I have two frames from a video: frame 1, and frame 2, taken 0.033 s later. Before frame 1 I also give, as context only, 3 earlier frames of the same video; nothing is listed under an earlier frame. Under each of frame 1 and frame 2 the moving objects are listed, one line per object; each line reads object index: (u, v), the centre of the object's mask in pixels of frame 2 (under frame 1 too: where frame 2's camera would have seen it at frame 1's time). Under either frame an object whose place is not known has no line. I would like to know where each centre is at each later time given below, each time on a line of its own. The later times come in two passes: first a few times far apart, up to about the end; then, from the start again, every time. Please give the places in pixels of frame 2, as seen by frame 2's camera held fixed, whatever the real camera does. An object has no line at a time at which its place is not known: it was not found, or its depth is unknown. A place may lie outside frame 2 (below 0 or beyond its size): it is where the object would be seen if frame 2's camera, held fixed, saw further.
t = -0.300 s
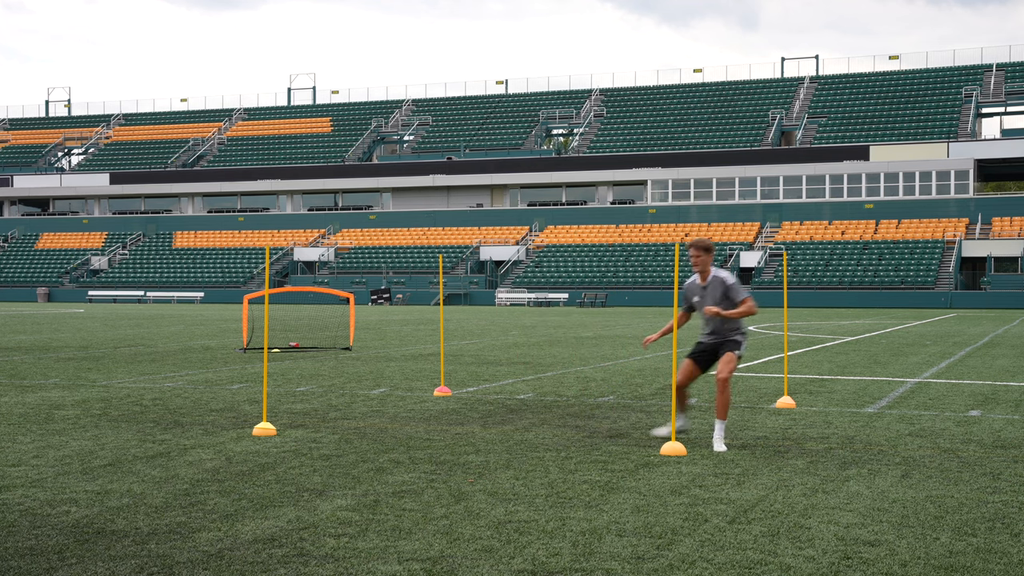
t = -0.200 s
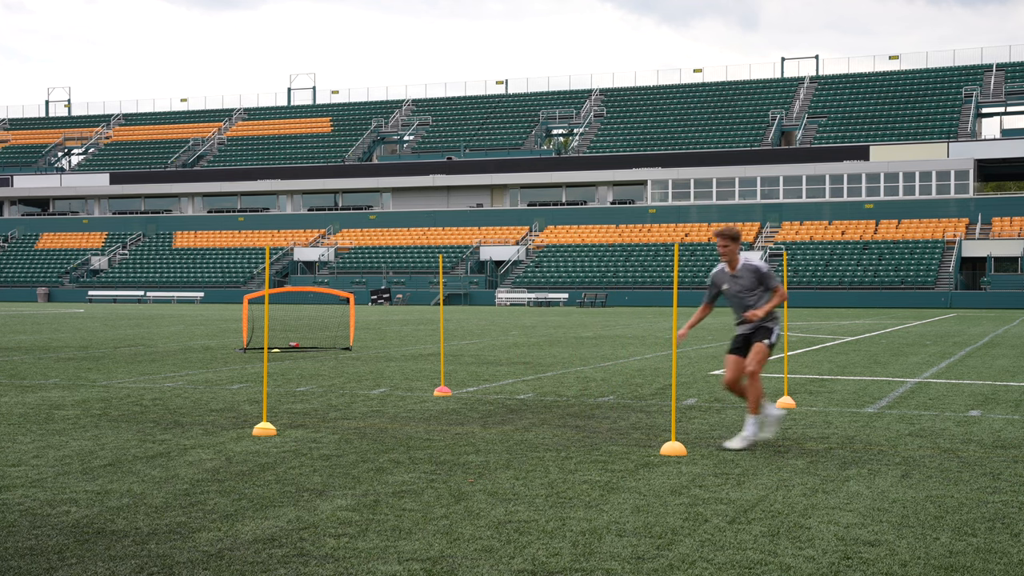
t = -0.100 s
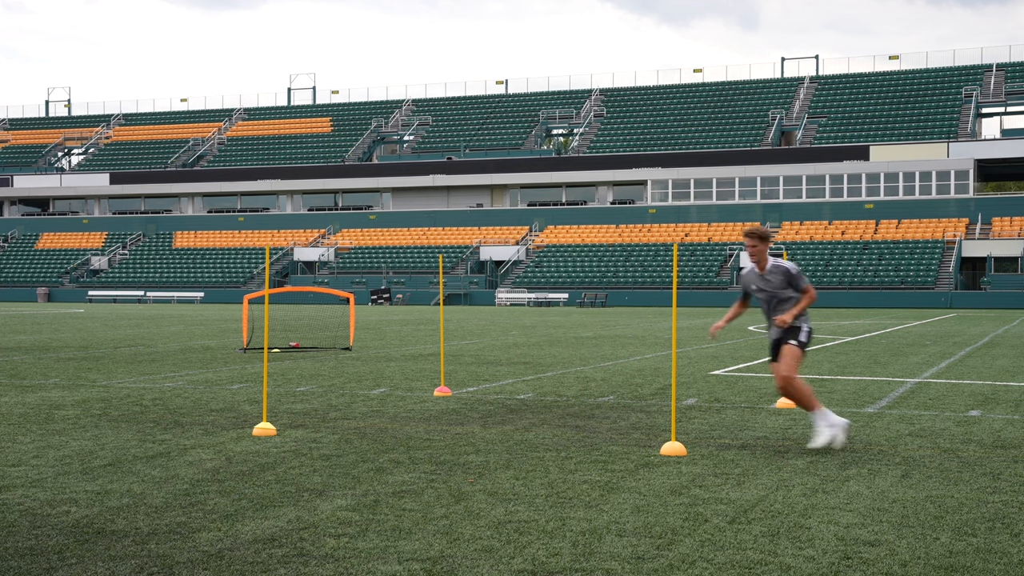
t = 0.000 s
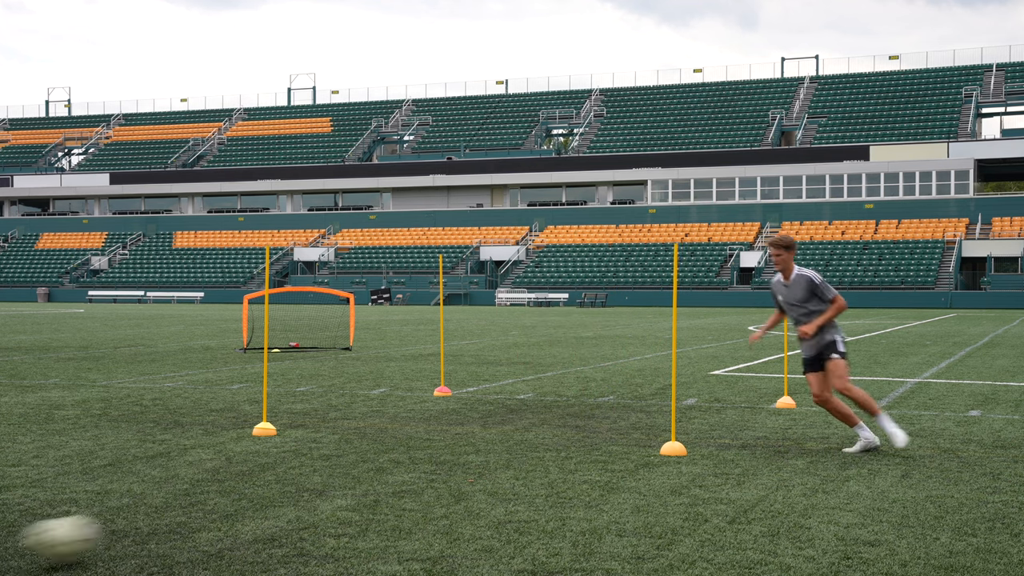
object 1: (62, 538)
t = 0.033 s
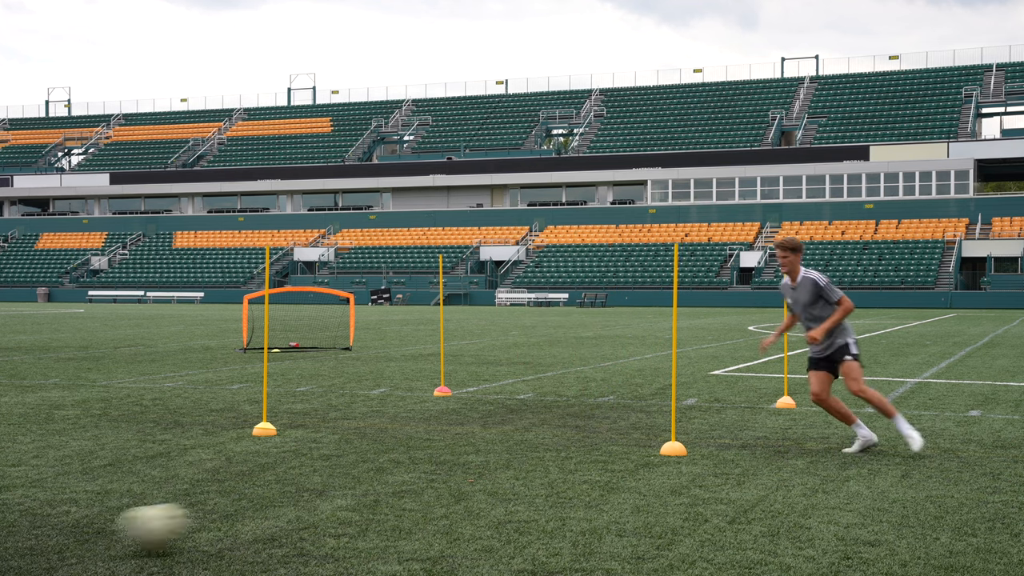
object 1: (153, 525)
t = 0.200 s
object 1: (498, 482)
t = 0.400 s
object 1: (755, 452)
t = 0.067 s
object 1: (238, 515)
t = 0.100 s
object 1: (314, 510)
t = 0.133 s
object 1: (381, 502)
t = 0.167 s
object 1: (441, 492)
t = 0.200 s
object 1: (498, 482)
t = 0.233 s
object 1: (549, 477)
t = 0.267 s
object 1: (597, 473)
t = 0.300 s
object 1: (641, 468)
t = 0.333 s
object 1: (682, 460)
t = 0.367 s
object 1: (719, 456)
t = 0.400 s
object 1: (755, 452)
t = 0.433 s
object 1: (787, 450)
